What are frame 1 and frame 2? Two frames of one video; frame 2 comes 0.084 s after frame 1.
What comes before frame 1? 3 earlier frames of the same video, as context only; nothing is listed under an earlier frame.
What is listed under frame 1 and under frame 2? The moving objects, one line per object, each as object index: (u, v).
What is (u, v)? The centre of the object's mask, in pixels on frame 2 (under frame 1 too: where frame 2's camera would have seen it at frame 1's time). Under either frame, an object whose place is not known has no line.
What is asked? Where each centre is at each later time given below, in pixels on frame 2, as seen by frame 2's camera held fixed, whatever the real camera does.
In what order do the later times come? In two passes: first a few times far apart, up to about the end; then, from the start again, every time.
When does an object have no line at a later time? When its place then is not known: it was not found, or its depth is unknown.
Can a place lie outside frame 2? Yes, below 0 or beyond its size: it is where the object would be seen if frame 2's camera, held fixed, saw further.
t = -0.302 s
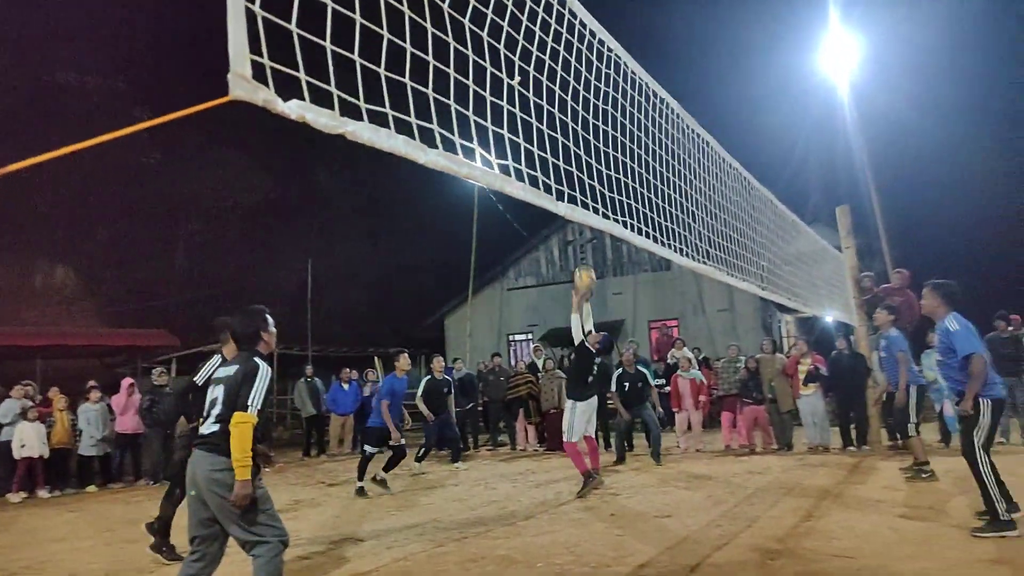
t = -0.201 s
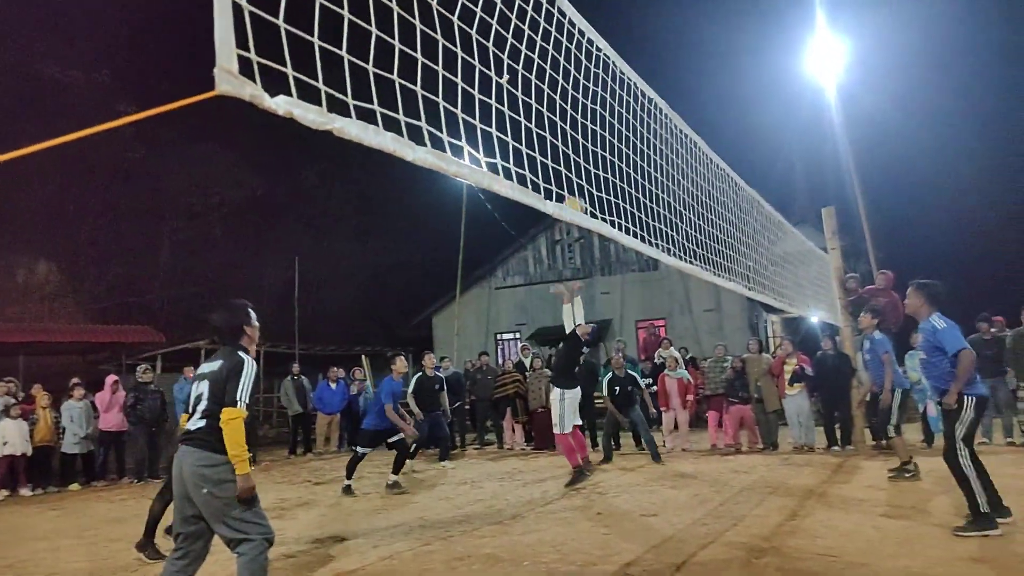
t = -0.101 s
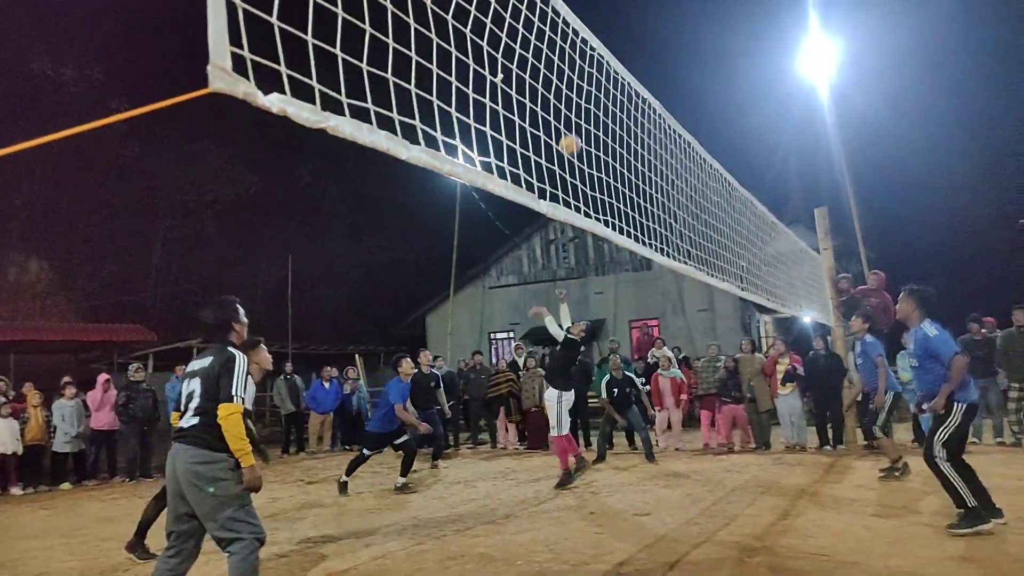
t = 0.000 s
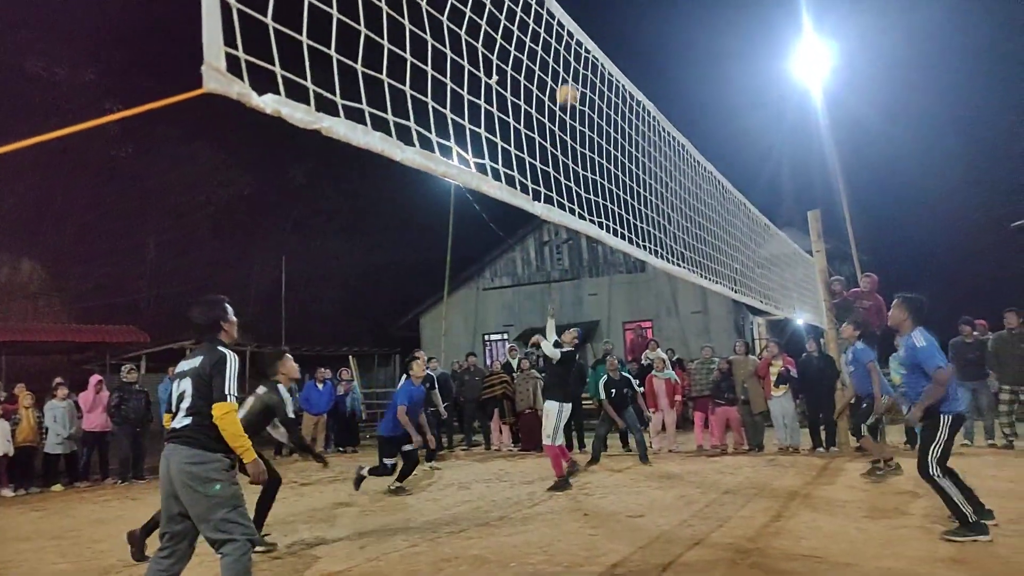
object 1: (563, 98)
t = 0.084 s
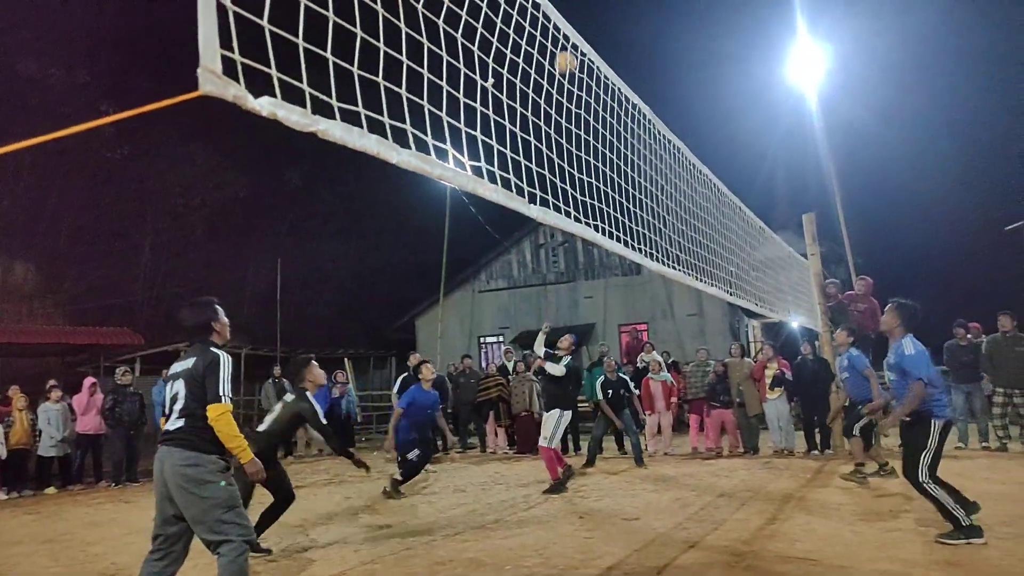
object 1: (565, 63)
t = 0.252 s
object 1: (572, 8)
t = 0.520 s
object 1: (586, -12)
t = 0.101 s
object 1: (566, 56)
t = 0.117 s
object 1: (567, 51)
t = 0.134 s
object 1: (566, 46)
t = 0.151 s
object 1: (565, 41)
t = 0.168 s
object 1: (568, 35)
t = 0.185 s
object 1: (574, 23)
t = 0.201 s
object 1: (573, 20)
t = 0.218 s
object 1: (572, 17)
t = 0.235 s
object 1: (572, 11)
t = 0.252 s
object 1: (572, 8)
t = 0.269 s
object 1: (573, 4)
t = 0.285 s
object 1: (574, 1)
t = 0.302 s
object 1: (574, -1)
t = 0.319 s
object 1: (575, -3)
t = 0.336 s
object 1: (576, -5)
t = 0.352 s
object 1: (577, -7)
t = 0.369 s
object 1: (577, -8)
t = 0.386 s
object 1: (579, -9)
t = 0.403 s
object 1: (579, -10)
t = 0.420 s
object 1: (580, -11)
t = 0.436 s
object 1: (581, -12)
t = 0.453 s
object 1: (582, -12)
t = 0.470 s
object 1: (583, -13)
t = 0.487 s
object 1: (584, -13)
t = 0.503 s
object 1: (585, -13)
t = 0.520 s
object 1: (586, -12)
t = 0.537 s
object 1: (587, -12)
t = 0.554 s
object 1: (588, -11)
